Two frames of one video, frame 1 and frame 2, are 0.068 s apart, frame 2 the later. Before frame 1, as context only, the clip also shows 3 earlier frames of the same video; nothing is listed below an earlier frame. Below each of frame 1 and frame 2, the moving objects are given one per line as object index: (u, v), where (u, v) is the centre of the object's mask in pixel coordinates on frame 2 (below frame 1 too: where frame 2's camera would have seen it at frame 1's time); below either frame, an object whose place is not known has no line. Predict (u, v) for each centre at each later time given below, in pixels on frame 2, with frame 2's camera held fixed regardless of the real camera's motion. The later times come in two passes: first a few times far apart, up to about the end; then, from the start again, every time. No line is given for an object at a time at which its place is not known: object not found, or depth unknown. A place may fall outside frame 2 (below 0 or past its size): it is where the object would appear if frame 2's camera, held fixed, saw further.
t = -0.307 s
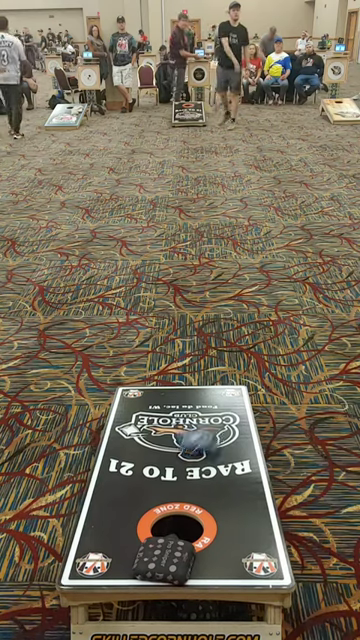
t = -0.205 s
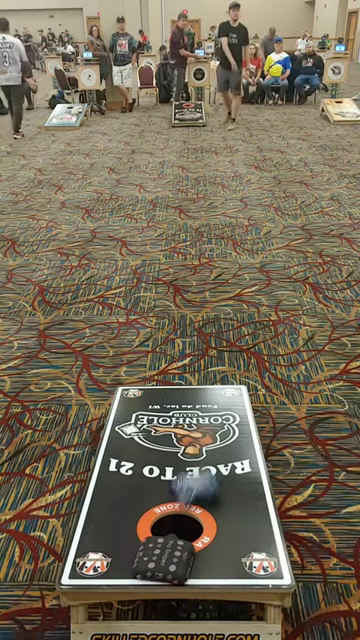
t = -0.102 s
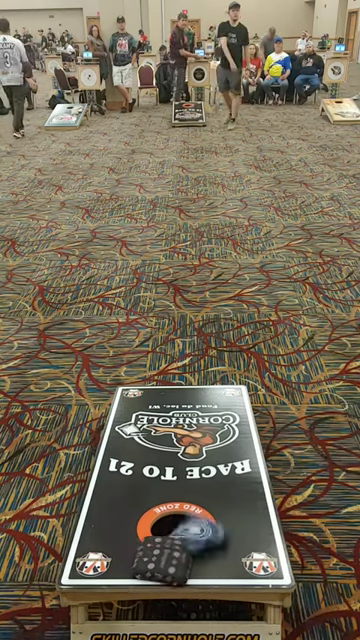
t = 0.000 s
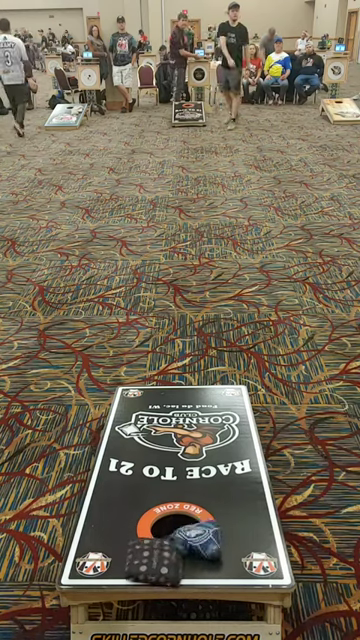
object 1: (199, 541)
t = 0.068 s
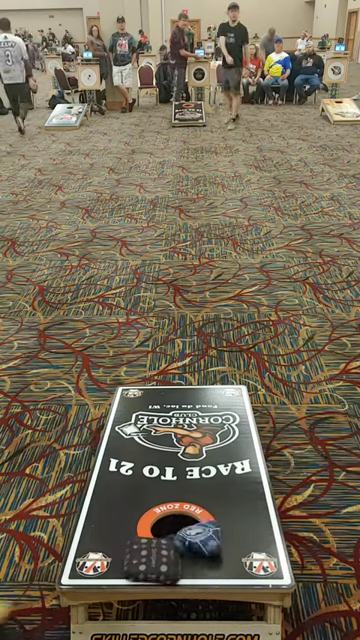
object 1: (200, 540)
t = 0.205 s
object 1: (198, 536)
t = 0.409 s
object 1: (194, 533)
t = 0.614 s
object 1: (185, 535)
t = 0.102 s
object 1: (199, 539)
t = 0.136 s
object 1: (199, 539)
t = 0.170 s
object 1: (199, 537)
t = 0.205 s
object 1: (198, 536)
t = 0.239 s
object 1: (198, 536)
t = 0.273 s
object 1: (198, 534)
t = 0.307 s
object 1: (198, 534)
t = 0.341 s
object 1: (197, 533)
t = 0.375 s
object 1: (196, 532)
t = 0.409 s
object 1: (194, 533)
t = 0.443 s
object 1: (192, 532)
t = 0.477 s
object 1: (188, 532)
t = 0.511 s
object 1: (186, 534)
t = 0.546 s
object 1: (187, 535)
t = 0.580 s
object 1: (186, 534)
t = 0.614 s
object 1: (185, 535)
